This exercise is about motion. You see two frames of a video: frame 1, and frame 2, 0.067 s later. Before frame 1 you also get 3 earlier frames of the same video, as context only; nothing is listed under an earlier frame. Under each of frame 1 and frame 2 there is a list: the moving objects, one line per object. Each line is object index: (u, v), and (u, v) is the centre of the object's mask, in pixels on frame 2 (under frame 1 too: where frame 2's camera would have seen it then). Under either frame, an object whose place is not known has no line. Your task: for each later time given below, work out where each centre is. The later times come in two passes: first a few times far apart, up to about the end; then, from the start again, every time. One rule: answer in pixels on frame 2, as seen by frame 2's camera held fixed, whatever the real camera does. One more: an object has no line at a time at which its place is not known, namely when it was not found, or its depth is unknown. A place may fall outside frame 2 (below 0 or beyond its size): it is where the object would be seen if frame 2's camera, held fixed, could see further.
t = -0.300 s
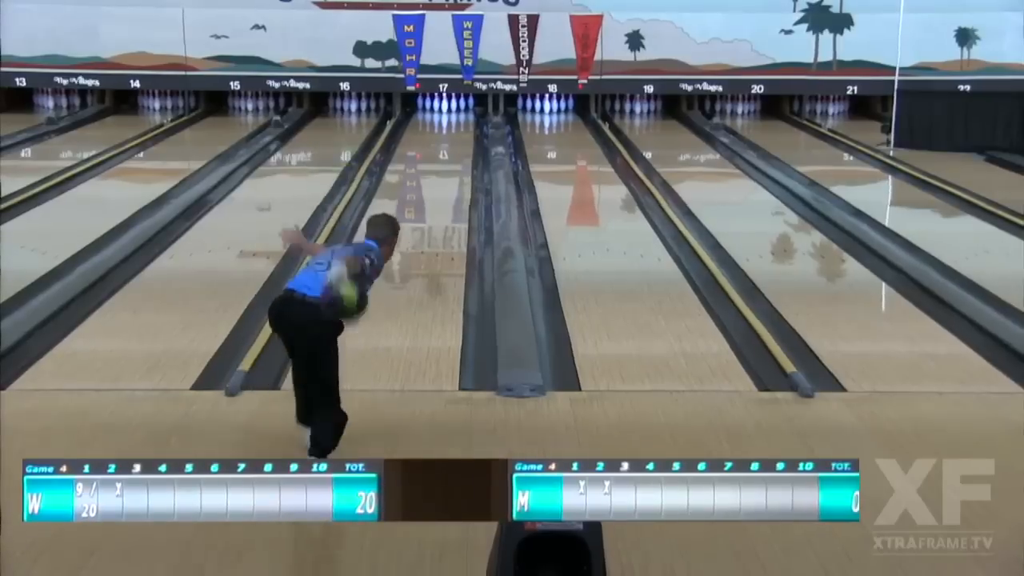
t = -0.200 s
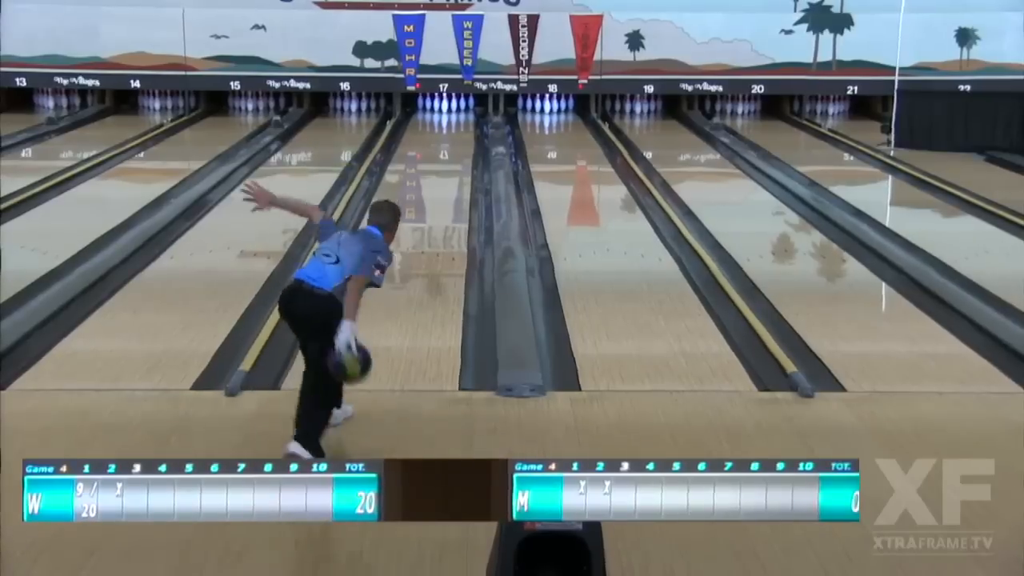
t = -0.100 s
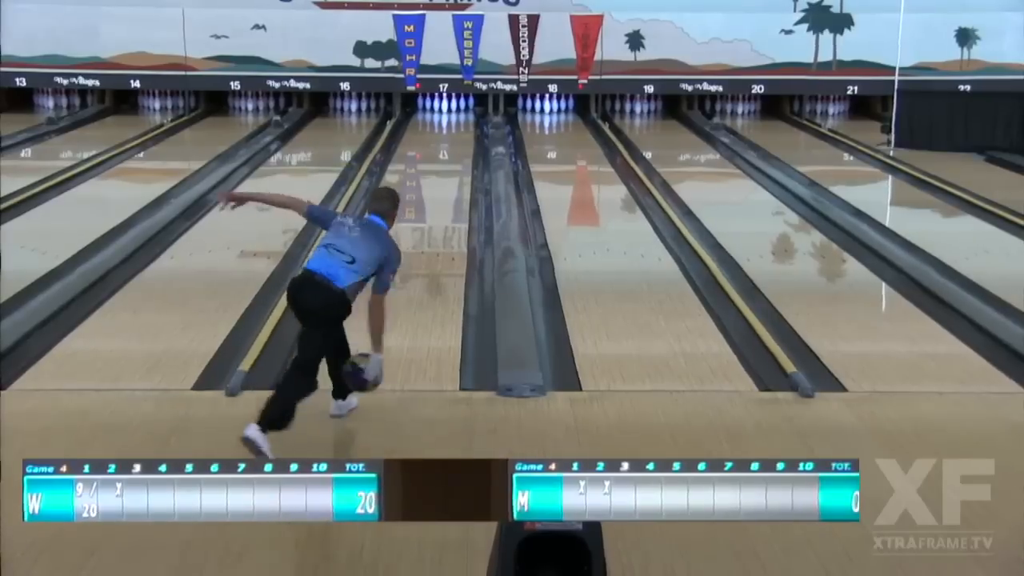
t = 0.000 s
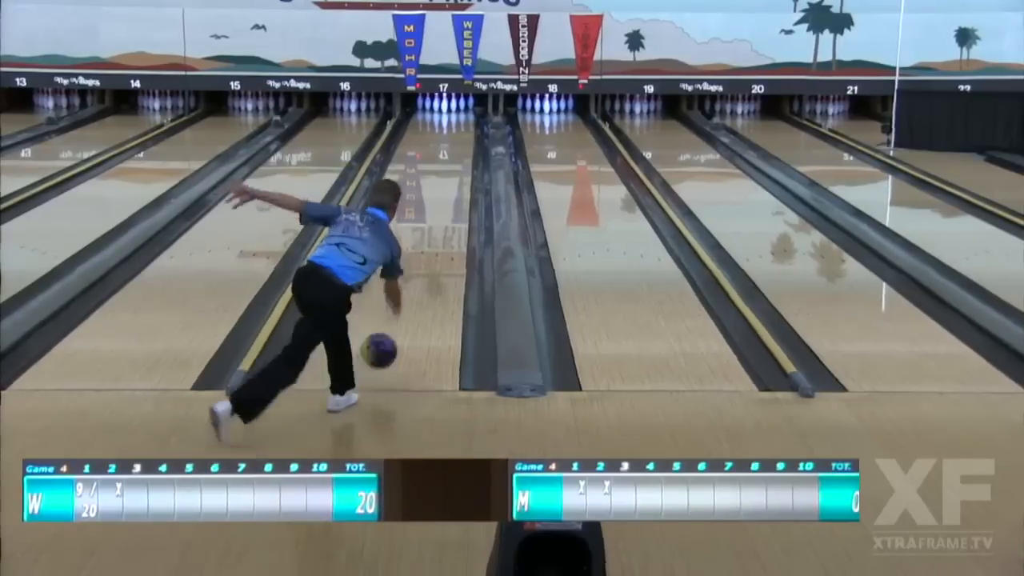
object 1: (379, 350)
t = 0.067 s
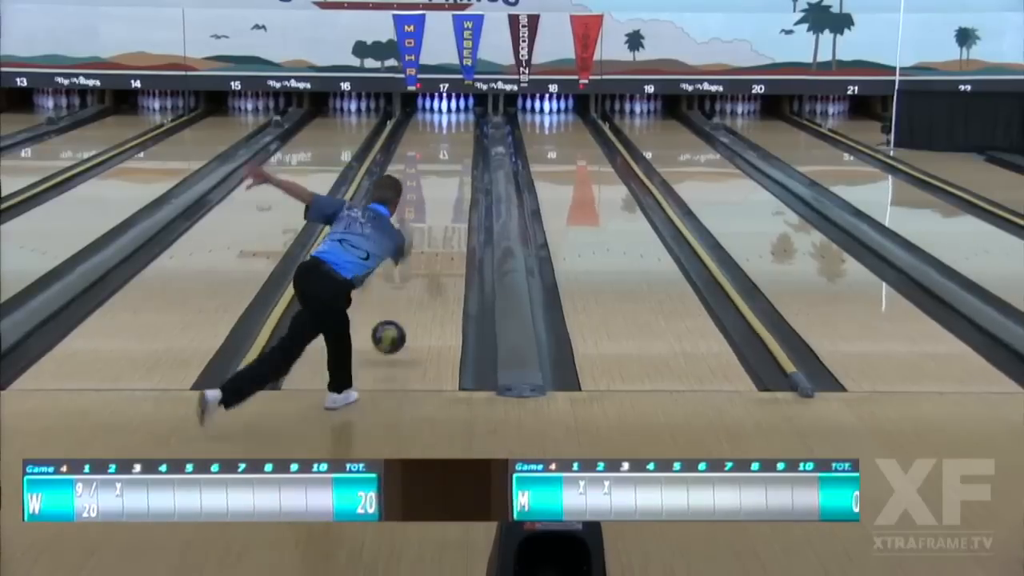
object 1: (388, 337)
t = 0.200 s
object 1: (404, 310)
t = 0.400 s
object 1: (421, 268)
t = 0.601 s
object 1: (435, 236)
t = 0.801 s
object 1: (445, 208)
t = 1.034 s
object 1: (454, 183)
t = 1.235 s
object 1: (460, 166)
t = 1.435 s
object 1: (464, 152)
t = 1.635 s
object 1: (466, 139)
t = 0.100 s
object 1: (392, 333)
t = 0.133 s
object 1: (396, 328)
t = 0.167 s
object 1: (400, 319)
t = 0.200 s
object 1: (404, 310)
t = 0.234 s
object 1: (407, 303)
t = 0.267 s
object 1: (410, 295)
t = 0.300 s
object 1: (413, 288)
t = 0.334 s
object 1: (416, 281)
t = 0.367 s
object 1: (419, 274)
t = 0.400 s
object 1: (421, 268)
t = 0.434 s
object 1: (424, 262)
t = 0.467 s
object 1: (426, 256)
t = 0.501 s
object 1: (428, 250)
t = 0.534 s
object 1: (430, 245)
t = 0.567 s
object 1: (433, 239)
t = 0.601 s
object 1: (435, 236)
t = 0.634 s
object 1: (439, 236)
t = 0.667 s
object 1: (437, 219)
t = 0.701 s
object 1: (440, 220)
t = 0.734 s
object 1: (441, 216)
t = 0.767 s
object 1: (444, 212)
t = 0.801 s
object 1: (445, 208)
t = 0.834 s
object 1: (447, 204)
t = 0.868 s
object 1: (448, 200)
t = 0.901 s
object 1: (450, 197)
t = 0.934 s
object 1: (451, 193)
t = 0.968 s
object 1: (452, 190)
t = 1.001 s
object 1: (453, 186)
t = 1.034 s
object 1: (454, 183)
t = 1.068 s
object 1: (455, 180)
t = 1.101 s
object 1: (457, 177)
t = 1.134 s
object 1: (458, 174)
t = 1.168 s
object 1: (459, 171)
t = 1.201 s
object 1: (460, 168)
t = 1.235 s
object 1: (460, 166)
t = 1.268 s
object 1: (461, 164)
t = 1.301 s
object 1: (462, 161)
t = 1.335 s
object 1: (462, 159)
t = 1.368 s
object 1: (463, 156)
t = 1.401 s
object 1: (464, 153)
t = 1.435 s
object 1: (464, 152)
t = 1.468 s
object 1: (466, 149)
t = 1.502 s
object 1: (465, 147)
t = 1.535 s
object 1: (466, 145)
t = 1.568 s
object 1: (467, 144)
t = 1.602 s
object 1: (467, 142)
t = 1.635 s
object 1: (466, 139)
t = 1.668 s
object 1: (466, 138)
